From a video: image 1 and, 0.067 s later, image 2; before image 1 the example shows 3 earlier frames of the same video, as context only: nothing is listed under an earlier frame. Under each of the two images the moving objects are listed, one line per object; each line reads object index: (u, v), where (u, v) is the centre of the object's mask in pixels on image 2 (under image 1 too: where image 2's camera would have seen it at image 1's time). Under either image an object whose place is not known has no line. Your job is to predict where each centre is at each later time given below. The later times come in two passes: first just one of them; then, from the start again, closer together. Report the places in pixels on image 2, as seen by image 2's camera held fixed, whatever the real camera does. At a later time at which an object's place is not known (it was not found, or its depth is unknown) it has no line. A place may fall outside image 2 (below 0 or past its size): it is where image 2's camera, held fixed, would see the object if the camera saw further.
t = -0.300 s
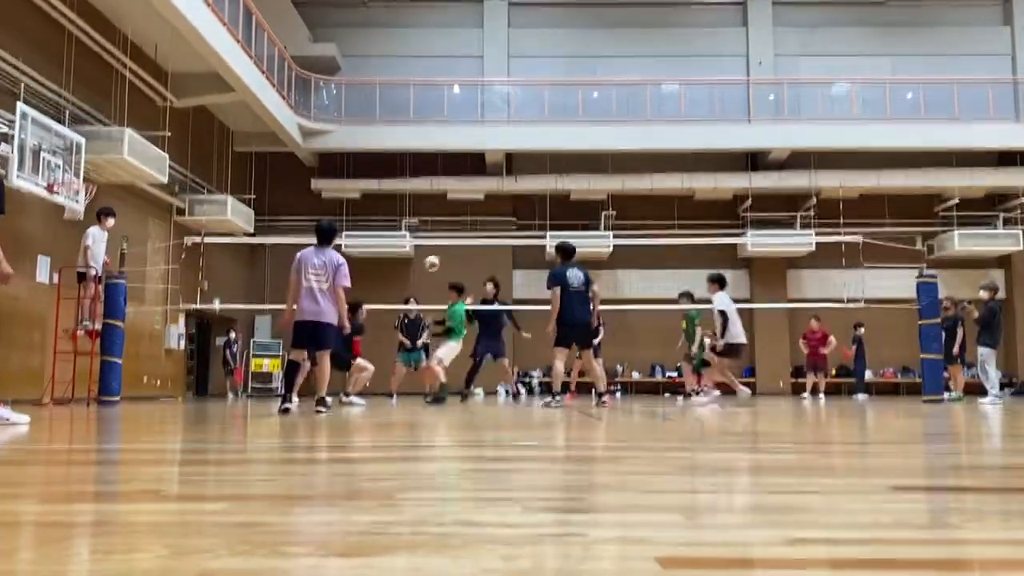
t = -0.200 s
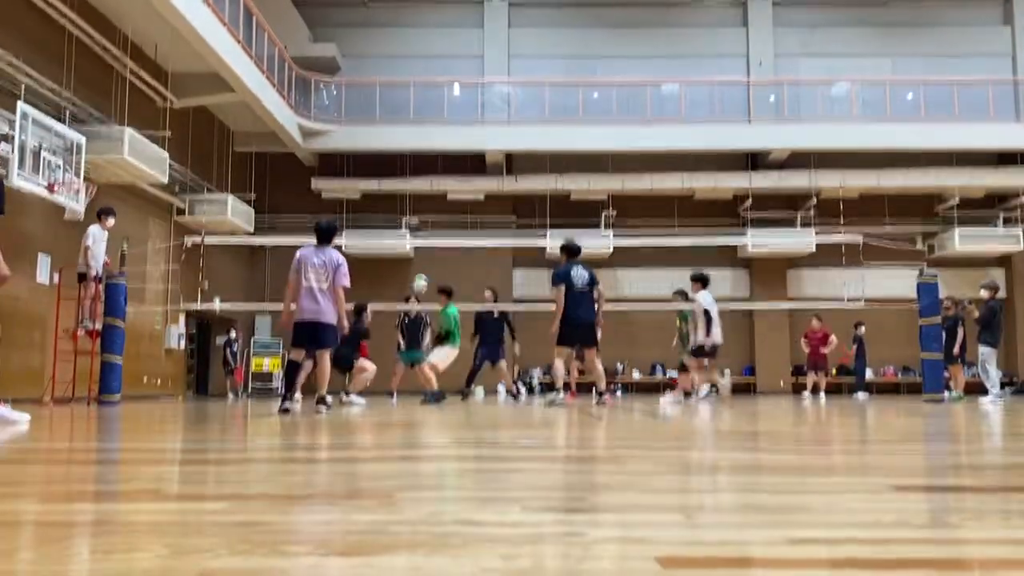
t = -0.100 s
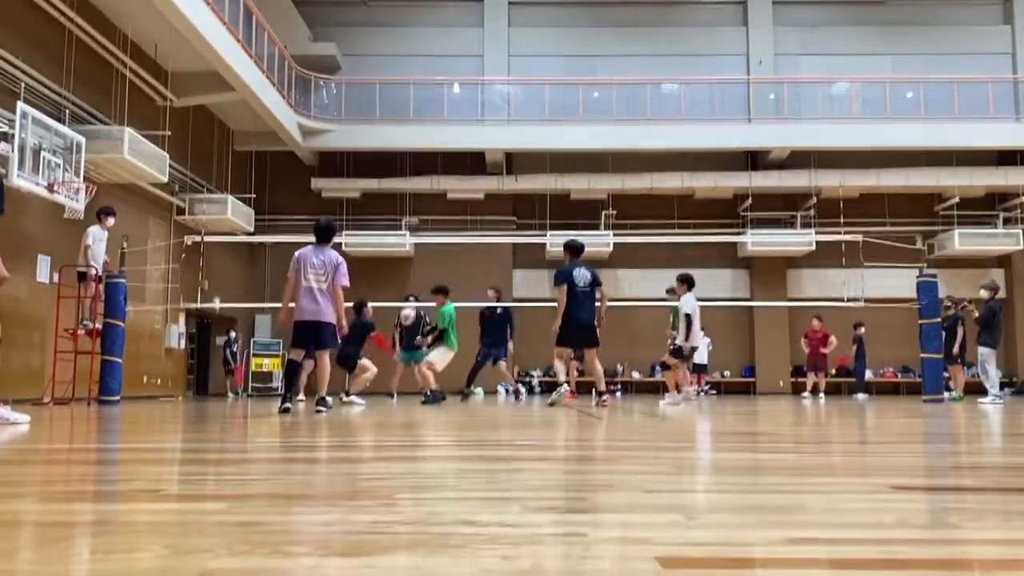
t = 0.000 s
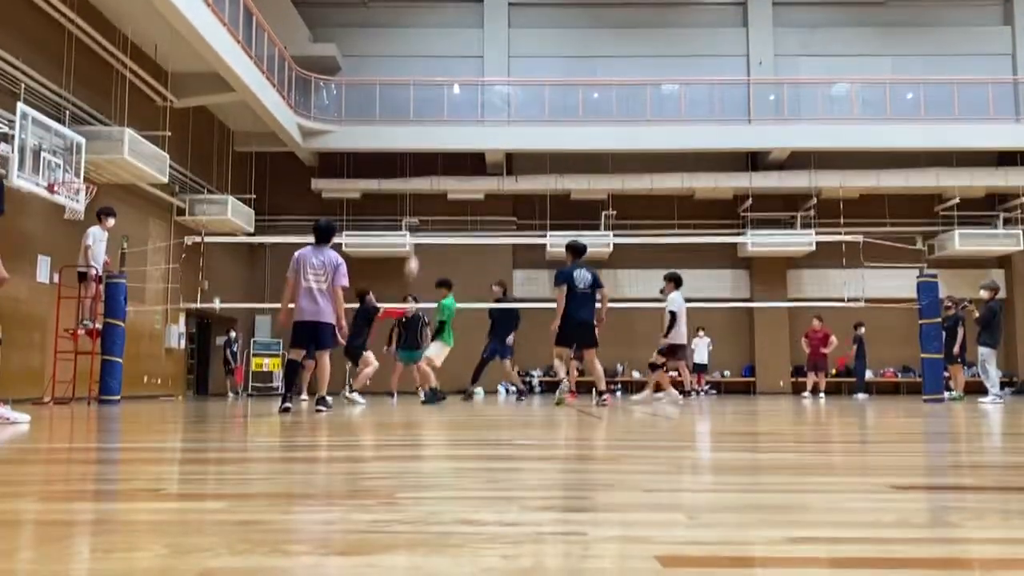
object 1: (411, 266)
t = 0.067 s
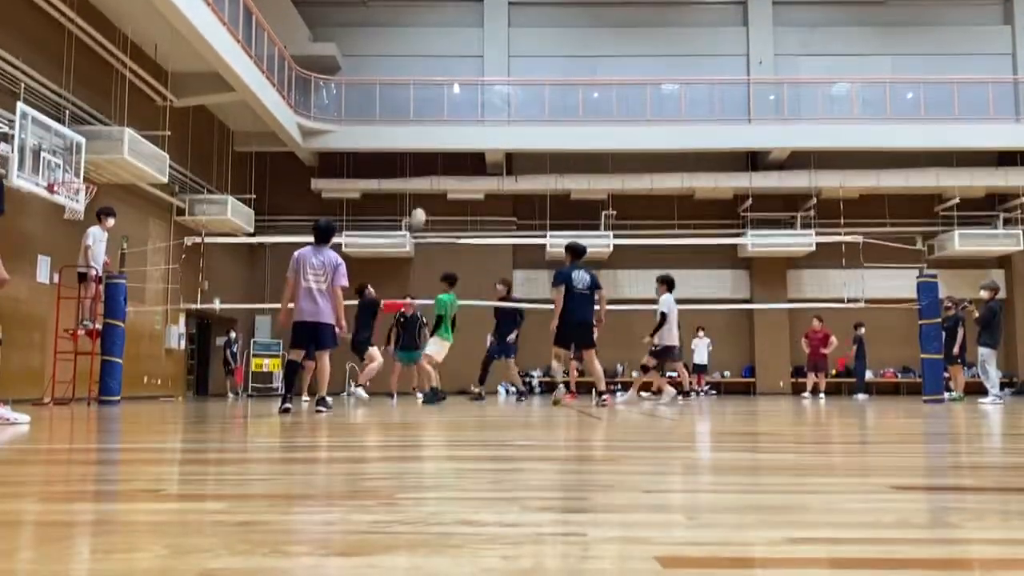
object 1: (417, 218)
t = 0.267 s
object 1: (429, 117)
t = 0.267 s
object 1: (429, 117)
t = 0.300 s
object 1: (430, 104)
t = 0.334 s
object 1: (433, 92)
